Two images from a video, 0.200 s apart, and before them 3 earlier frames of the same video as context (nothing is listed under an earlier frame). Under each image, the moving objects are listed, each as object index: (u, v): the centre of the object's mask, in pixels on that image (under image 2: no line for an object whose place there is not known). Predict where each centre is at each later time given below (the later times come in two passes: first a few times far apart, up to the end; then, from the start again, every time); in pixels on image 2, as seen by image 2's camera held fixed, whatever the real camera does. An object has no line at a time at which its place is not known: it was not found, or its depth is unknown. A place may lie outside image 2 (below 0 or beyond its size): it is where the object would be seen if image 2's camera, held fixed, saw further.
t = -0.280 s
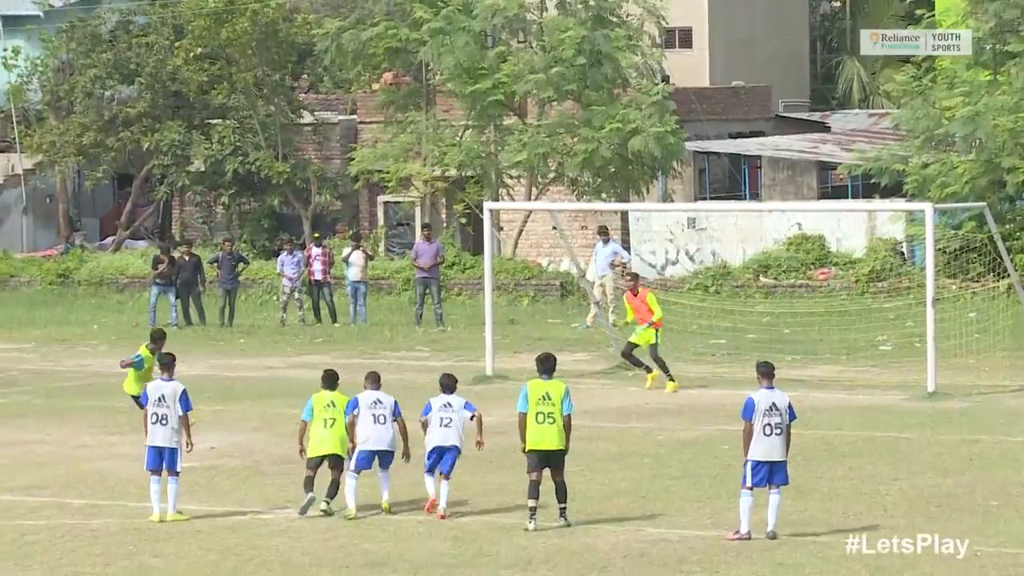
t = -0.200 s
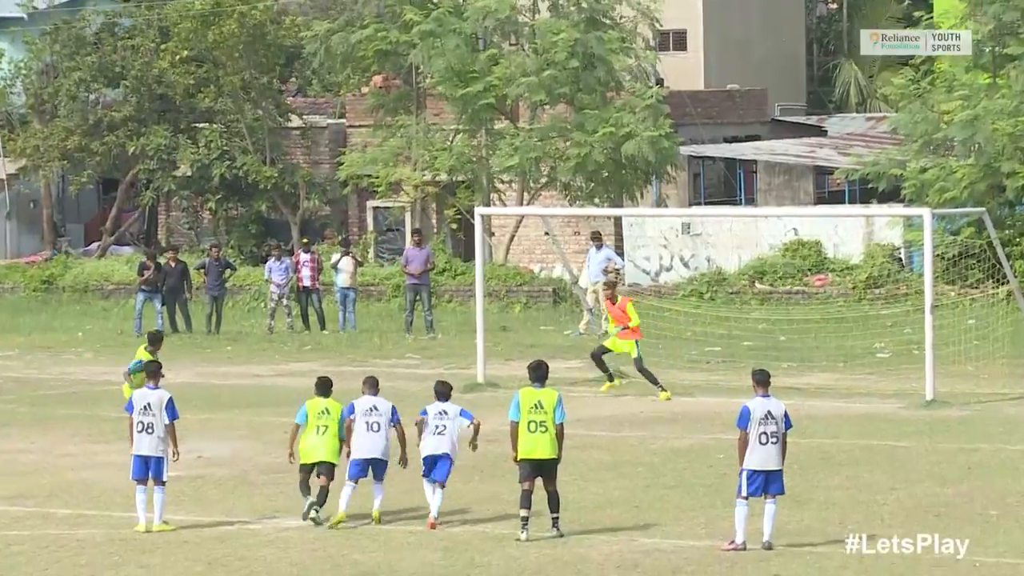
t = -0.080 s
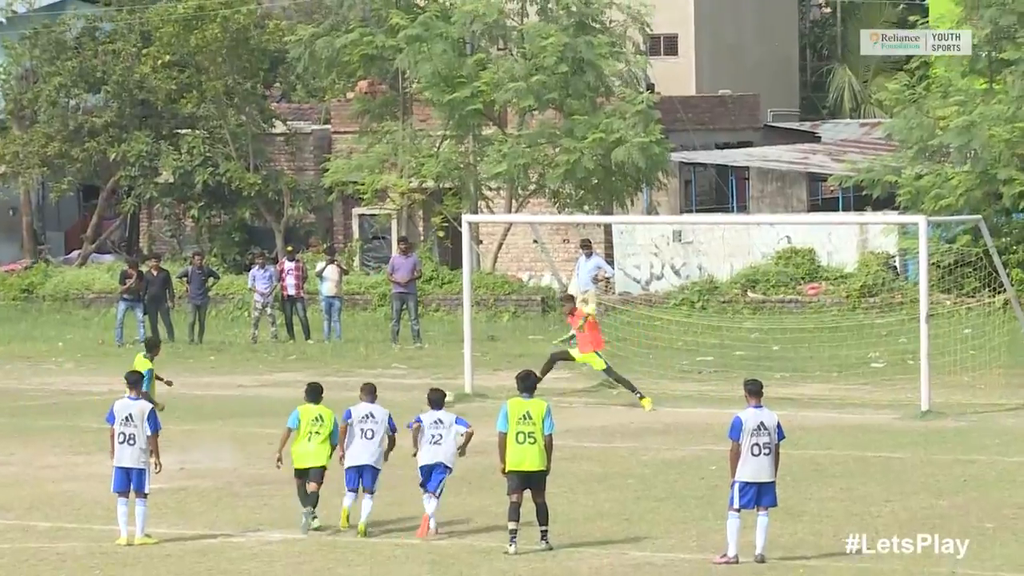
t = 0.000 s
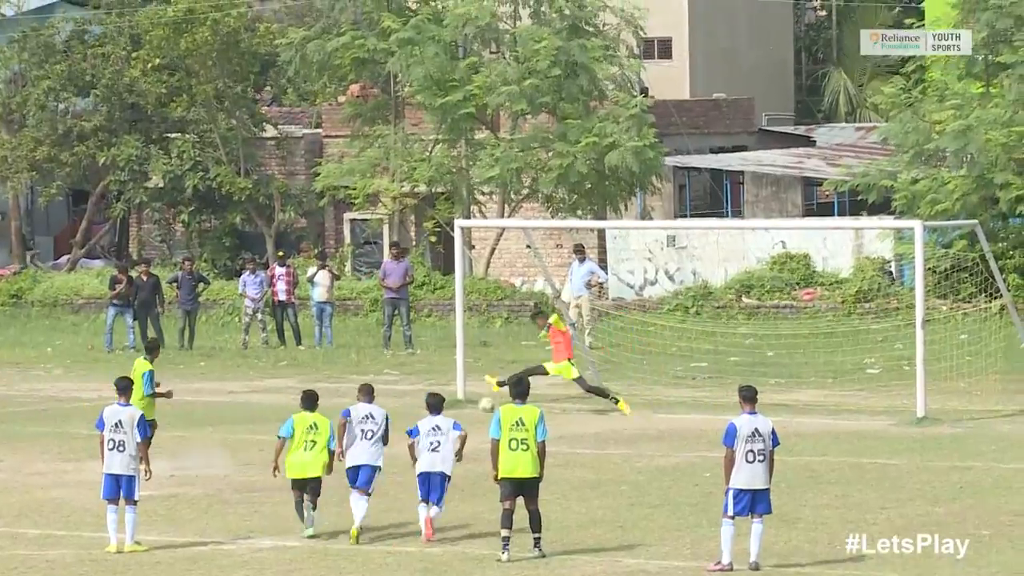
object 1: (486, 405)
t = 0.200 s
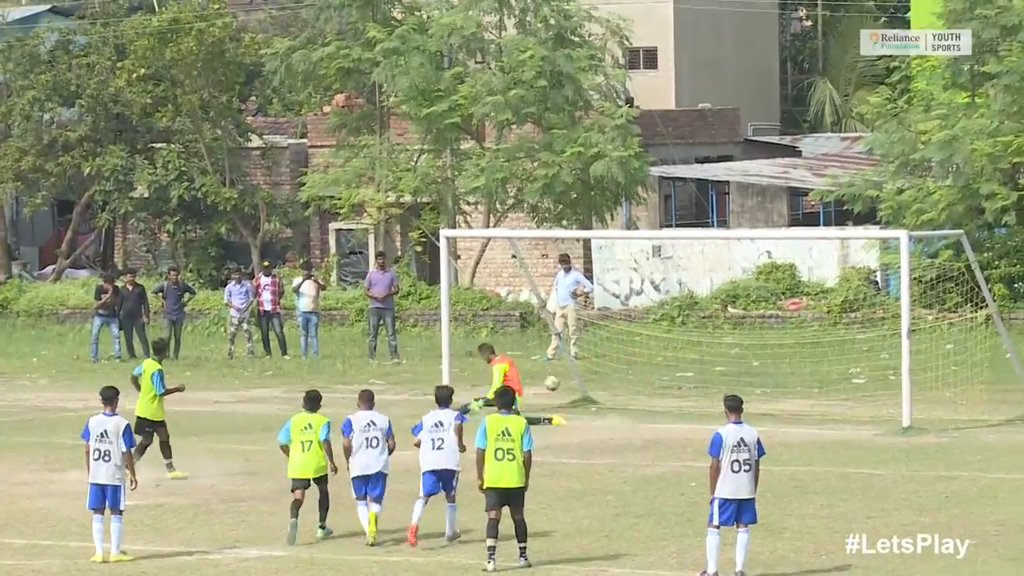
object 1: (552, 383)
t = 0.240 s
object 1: (554, 375)
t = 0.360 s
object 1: (570, 367)
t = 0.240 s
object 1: (554, 375)
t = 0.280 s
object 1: (560, 371)
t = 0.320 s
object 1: (564, 369)
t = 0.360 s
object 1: (570, 367)
